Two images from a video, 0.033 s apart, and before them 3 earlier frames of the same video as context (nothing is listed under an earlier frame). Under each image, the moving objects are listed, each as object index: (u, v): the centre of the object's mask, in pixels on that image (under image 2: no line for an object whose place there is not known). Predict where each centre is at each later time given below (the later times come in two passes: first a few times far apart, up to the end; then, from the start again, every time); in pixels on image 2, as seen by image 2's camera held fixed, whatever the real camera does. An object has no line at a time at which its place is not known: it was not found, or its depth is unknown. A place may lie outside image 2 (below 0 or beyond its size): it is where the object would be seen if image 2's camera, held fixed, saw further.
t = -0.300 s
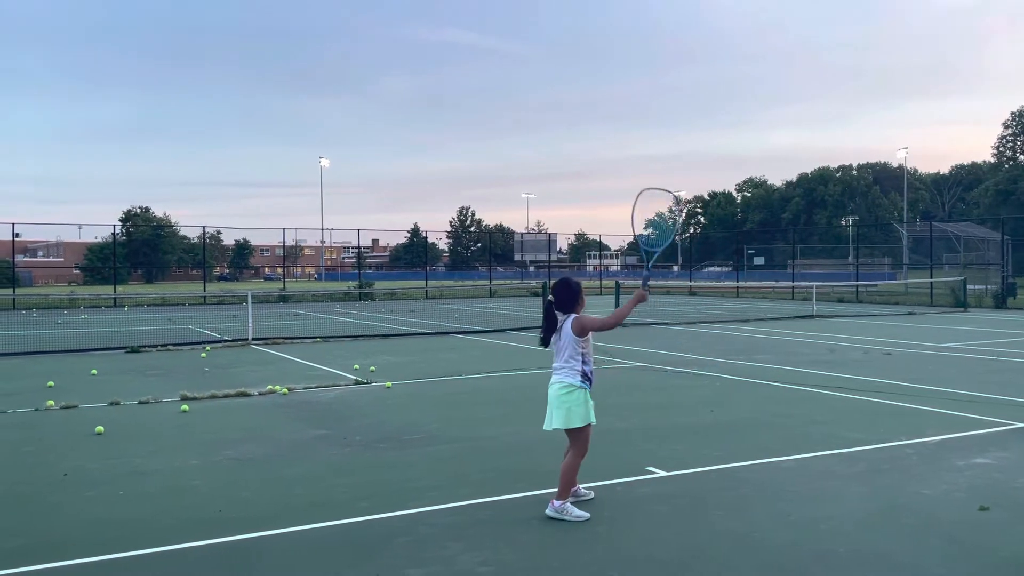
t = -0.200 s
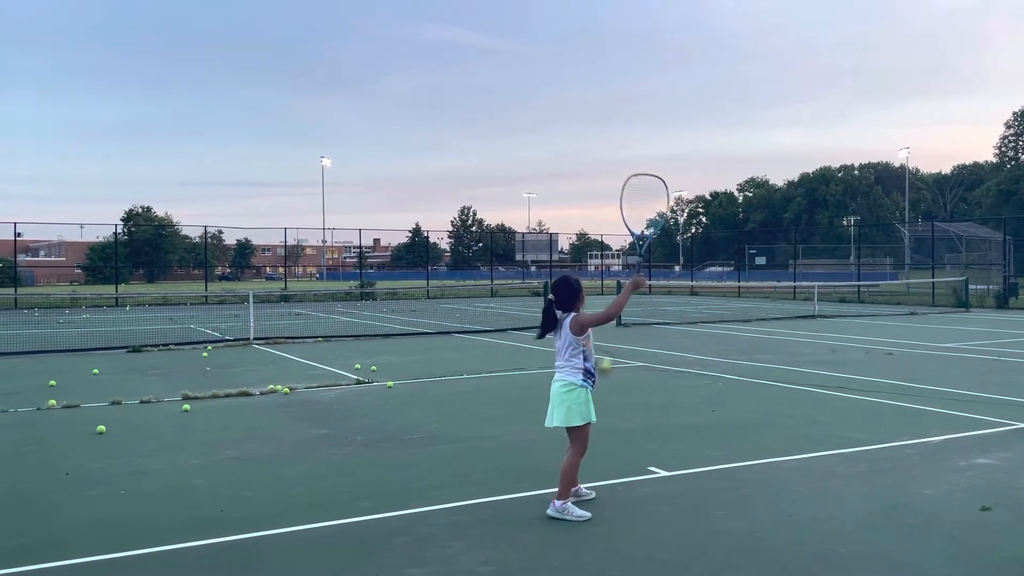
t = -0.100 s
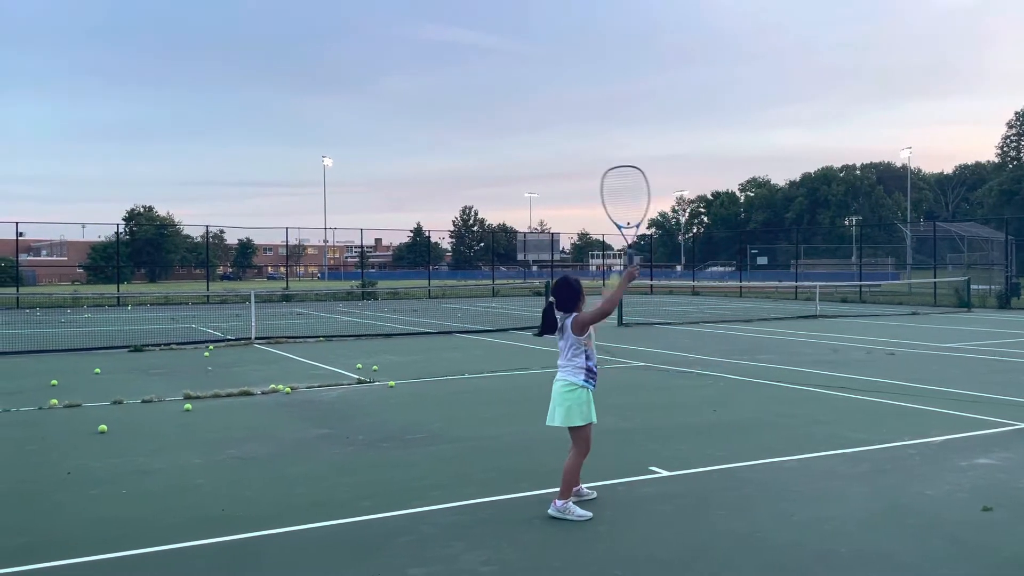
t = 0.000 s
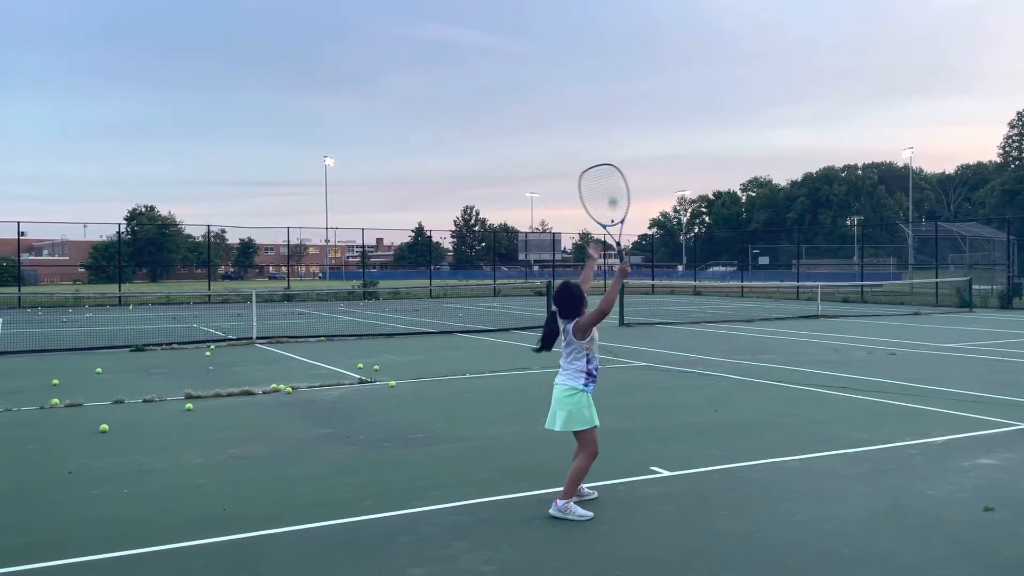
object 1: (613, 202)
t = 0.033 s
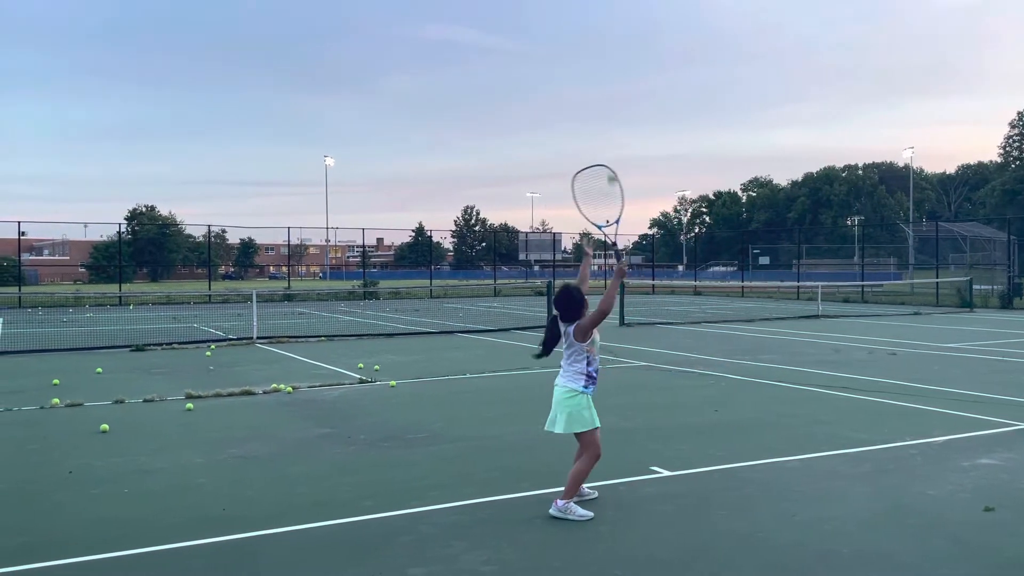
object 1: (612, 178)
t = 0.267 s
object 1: (606, 64)
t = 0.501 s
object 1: (600, 37)
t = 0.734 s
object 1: (595, 95)
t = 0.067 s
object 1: (611, 157)
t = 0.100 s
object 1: (610, 137)
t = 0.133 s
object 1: (610, 119)
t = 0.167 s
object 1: (609, 102)
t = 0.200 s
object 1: (607, 88)
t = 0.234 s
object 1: (606, 75)
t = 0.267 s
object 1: (606, 64)
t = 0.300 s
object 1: (605, 55)
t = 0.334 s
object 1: (604, 48)
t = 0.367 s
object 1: (604, 42)
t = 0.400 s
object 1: (603, 38)
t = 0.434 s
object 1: (602, 36)
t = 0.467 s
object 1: (601, 36)
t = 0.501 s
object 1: (600, 37)
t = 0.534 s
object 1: (600, 40)
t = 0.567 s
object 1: (599, 45)
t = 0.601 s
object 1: (598, 51)
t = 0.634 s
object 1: (597, 60)
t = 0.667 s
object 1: (596, 70)
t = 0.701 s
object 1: (595, 82)
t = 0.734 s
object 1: (595, 95)
